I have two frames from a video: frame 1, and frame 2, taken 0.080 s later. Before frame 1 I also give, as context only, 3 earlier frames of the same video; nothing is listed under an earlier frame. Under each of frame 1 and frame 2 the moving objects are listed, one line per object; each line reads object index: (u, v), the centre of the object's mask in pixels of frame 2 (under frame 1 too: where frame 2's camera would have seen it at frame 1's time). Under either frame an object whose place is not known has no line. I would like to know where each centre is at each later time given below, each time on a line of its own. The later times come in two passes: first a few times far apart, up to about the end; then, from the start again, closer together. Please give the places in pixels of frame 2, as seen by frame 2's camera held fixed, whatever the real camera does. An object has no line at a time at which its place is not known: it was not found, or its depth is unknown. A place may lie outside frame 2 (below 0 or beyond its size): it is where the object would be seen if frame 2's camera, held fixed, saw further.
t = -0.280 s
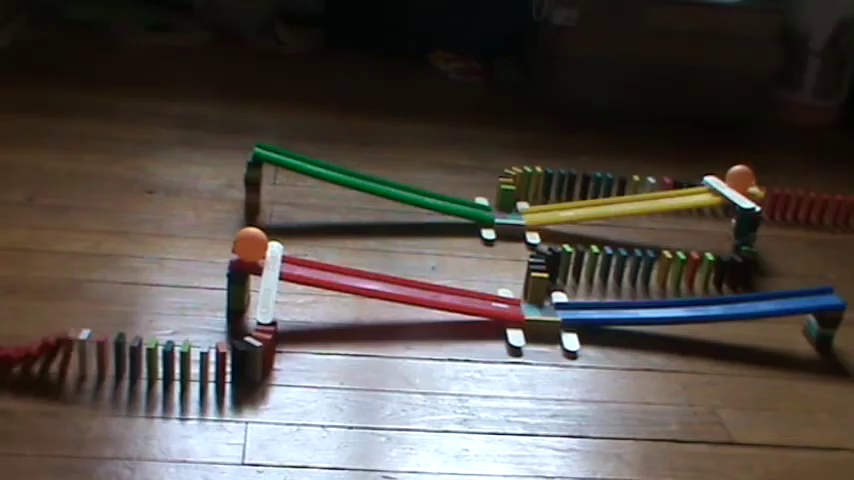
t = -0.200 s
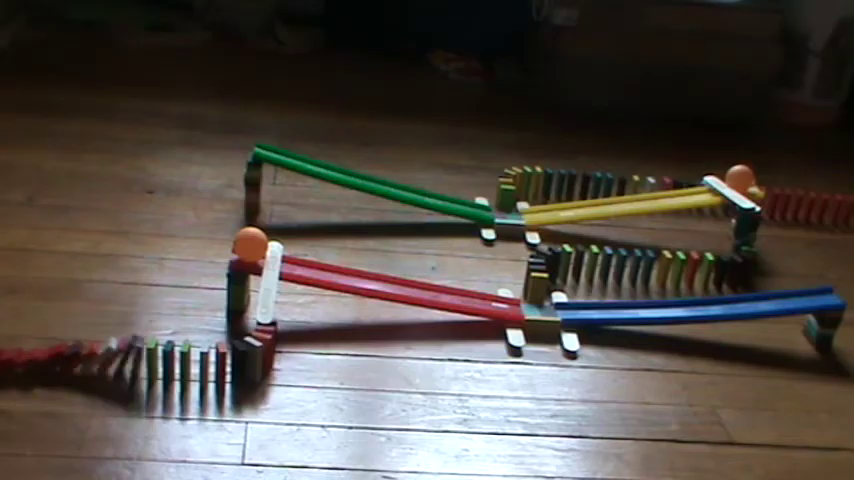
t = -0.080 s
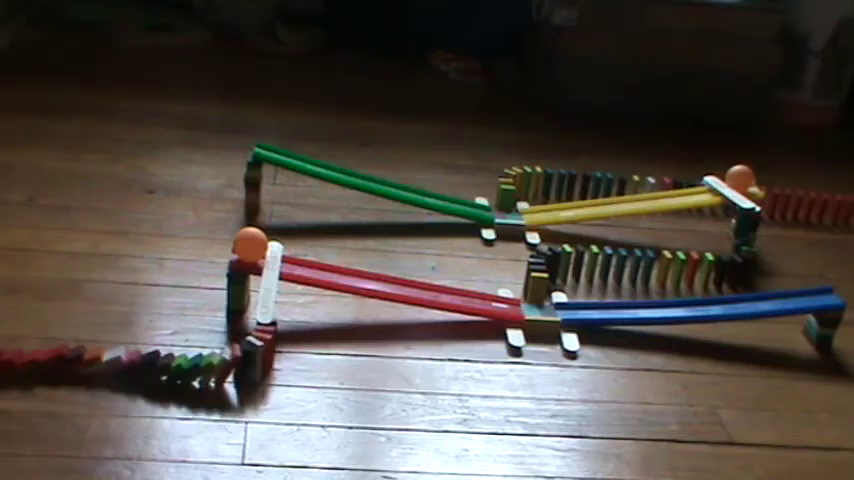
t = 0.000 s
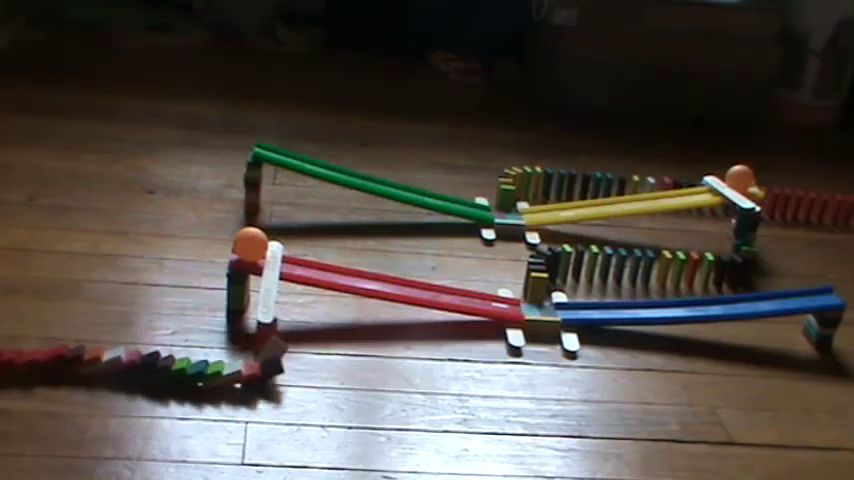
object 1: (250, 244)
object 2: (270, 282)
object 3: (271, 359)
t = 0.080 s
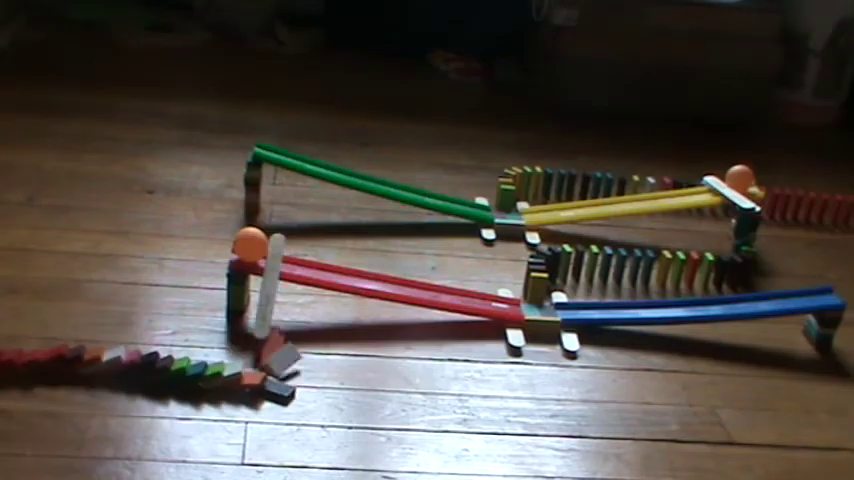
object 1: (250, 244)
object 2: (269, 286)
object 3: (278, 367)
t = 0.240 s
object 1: (261, 246)
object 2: (263, 310)
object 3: (292, 370)
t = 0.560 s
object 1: (330, 260)
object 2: (268, 333)
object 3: (293, 369)
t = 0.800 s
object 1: (423, 279)
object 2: (264, 338)
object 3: (292, 370)
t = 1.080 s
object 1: (564, 301)
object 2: (264, 338)
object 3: (289, 378)
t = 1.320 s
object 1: (667, 296)
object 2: (264, 337)
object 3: (285, 381)
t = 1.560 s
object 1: (731, 294)
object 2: (264, 337)
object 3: (285, 381)
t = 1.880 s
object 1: (743, 294)
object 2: (264, 337)
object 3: (285, 381)
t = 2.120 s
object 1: (697, 298)
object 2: (264, 337)
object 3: (285, 381)
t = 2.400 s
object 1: (599, 300)
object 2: (264, 338)
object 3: (285, 381)
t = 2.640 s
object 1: (499, 291)
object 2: (264, 338)
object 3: (285, 381)
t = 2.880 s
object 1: (431, 282)
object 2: (264, 338)
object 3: (285, 381)
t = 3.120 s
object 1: (397, 276)
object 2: (264, 338)
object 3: (285, 381)
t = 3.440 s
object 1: (408, 279)
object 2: (264, 338)
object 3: (285, 382)
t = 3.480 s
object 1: (413, 280)
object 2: (264, 338)
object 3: (285, 382)
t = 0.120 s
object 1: (251, 244)
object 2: (268, 290)
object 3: (279, 367)
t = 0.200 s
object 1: (256, 245)
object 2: (265, 304)
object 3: (291, 369)
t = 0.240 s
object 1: (261, 246)
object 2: (263, 310)
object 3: (292, 370)
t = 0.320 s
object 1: (272, 248)
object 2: (263, 319)
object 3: (292, 370)
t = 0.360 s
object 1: (279, 249)
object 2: (265, 324)
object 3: (292, 370)
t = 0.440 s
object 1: (296, 253)
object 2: (265, 333)
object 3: (293, 370)
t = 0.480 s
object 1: (306, 255)
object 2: (266, 333)
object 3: (293, 370)
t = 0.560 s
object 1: (330, 260)
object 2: (268, 333)
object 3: (293, 369)
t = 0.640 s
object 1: (357, 266)
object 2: (264, 338)
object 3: (293, 369)
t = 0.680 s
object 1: (373, 269)
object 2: (264, 338)
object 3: (292, 370)
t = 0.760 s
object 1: (406, 276)
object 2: (264, 338)
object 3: (292, 370)
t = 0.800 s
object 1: (423, 279)
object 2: (264, 338)
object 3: (292, 370)
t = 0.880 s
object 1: (462, 287)
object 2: (264, 338)
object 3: (292, 370)
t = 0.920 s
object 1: (481, 291)
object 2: (264, 338)
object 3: (289, 377)
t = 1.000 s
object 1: (523, 299)
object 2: (264, 338)
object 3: (288, 379)
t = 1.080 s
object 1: (564, 301)
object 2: (264, 338)
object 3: (289, 378)
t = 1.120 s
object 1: (584, 301)
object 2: (264, 338)
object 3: (286, 380)
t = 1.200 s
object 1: (620, 298)
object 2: (263, 338)
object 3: (286, 381)
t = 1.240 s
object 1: (637, 297)
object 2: (264, 337)
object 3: (286, 381)
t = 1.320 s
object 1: (667, 296)
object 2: (264, 337)
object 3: (285, 381)
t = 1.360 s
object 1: (680, 296)
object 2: (264, 337)
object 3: (285, 381)
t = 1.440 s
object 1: (704, 295)
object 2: (264, 337)
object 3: (285, 381)
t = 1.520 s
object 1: (723, 294)
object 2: (264, 337)
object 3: (285, 381)
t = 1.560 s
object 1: (731, 294)
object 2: (264, 337)
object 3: (285, 381)
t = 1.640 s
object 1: (743, 293)
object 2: (264, 337)
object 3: (285, 381)
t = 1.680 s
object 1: (746, 293)
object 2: (264, 337)
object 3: (285, 381)
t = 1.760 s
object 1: (749, 292)
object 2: (264, 337)
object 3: (285, 381)
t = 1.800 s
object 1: (748, 293)
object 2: (264, 337)
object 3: (285, 381)
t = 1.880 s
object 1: (743, 294)
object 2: (264, 337)
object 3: (285, 381)
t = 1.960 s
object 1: (733, 296)
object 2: (264, 337)
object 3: (285, 381)
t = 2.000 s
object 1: (726, 296)
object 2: (264, 337)
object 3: (285, 381)
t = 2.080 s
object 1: (708, 297)
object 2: (264, 337)
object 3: (285, 381)
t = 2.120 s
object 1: (697, 298)
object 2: (264, 337)
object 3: (285, 381)
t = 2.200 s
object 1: (673, 299)
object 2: (264, 337)
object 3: (285, 381)
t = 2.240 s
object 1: (660, 299)
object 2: (264, 338)
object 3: (285, 381)
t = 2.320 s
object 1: (631, 300)
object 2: (264, 338)
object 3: (285, 381)
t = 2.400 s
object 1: (599, 300)
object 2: (264, 338)
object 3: (285, 381)
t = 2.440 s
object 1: (583, 300)
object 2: (264, 338)
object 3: (285, 381)
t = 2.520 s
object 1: (547, 298)
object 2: (264, 337)
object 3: (285, 381)
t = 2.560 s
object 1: (530, 296)
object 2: (264, 338)
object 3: (285, 381)
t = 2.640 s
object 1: (499, 291)
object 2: (264, 338)
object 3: (285, 381)
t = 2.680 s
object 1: (485, 289)
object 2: (264, 338)
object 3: (285, 381)
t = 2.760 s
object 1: (461, 286)
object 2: (264, 338)
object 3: (285, 381)
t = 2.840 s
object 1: (440, 283)
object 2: (264, 338)
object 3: (285, 381)
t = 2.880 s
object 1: (431, 282)
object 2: (264, 338)
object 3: (285, 381)
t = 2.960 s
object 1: (416, 279)
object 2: (264, 337)
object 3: (285, 381)
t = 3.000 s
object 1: (410, 278)
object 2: (264, 338)
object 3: (285, 381)
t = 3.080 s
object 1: (400, 277)
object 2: (264, 338)
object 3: (285, 381)
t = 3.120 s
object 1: (397, 276)
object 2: (264, 338)
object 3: (285, 381)
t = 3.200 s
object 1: (395, 276)
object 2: (264, 338)
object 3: (285, 381)
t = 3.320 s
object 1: (397, 277)
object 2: (264, 338)
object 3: (285, 382)
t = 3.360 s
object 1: (400, 277)
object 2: (264, 338)
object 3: (285, 382)
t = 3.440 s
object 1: (408, 279)
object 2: (264, 338)
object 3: (285, 382)
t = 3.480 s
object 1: (413, 280)
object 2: (264, 338)
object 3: (285, 382)
